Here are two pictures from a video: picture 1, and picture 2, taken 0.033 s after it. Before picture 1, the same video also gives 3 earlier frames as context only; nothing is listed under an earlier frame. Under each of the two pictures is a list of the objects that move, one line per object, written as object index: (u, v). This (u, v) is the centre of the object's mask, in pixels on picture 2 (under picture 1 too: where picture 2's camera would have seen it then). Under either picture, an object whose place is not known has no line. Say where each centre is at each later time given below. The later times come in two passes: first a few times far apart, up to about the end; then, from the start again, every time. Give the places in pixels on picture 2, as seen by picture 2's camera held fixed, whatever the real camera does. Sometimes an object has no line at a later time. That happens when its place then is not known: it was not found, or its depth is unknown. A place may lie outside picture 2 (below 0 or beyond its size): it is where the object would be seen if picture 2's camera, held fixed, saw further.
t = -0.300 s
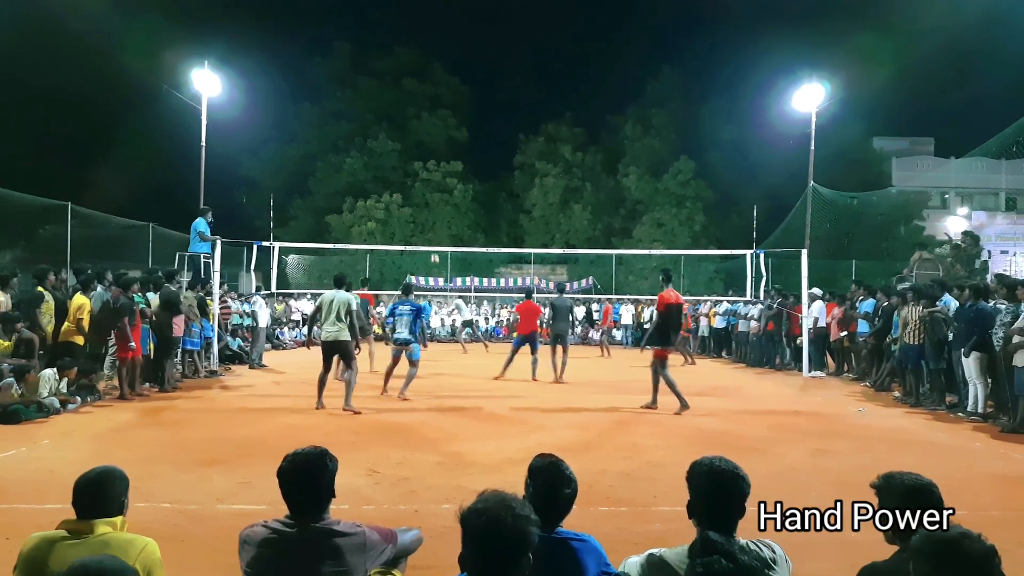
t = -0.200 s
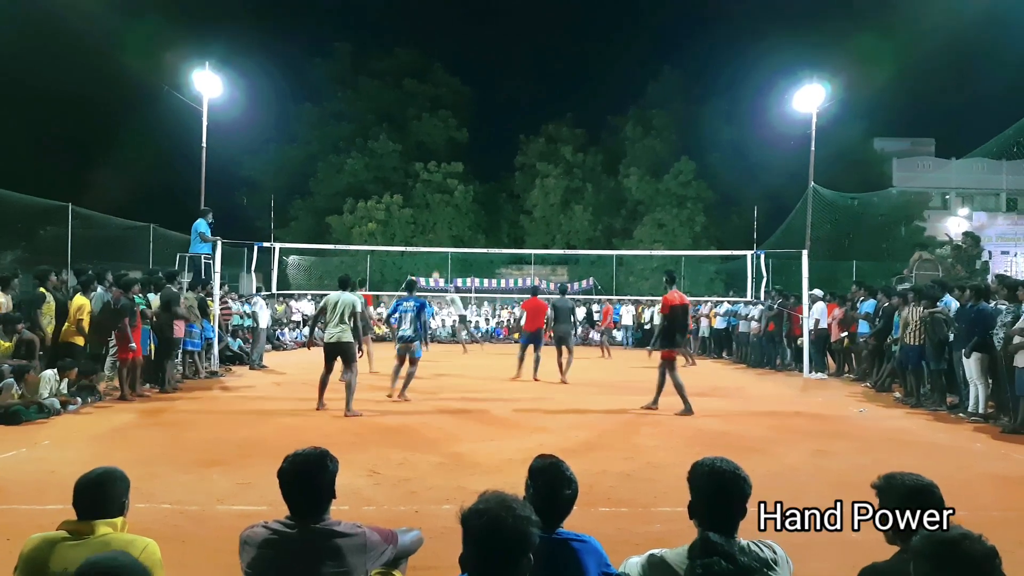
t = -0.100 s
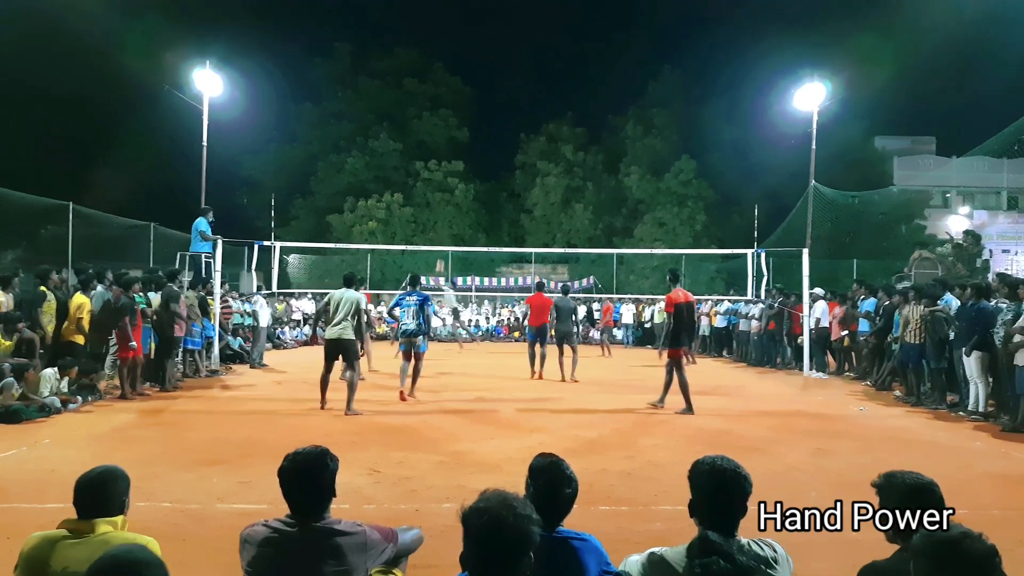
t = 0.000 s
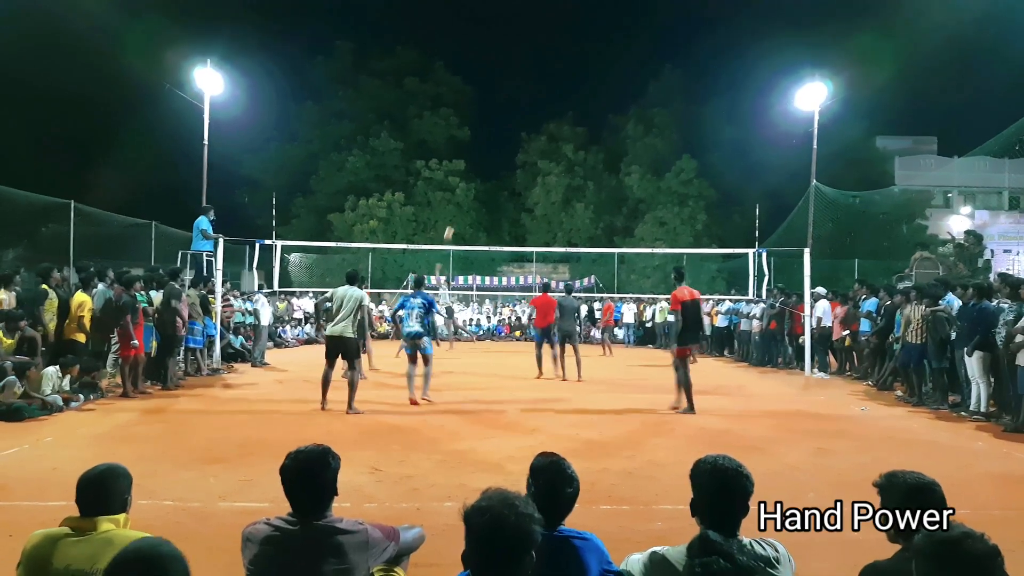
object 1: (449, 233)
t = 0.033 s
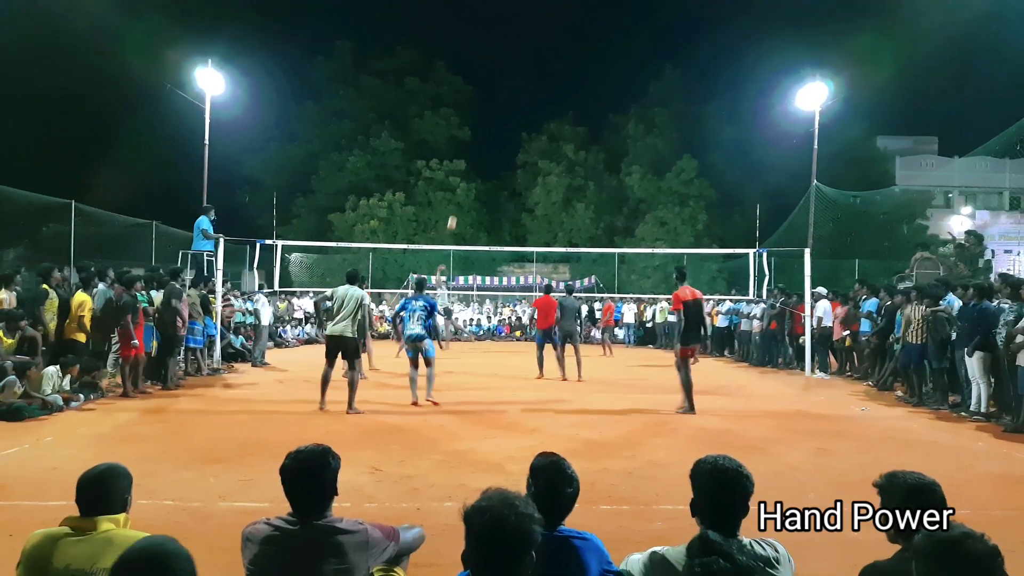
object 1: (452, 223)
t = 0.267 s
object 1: (471, 162)
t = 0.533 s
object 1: (493, 115)
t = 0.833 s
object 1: (520, 95)
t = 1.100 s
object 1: (544, 108)
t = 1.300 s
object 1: (561, 136)
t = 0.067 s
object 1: (454, 213)
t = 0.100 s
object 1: (457, 204)
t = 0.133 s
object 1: (460, 195)
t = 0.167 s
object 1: (463, 186)
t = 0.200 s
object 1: (465, 178)
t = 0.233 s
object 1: (468, 169)
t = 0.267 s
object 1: (471, 162)
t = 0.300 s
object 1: (474, 155)
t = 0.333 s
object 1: (477, 148)
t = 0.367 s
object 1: (480, 142)
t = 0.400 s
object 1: (482, 136)
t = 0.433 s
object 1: (485, 130)
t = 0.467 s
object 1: (488, 125)
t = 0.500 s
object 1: (491, 120)
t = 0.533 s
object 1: (493, 115)
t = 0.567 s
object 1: (497, 112)
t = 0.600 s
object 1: (500, 108)
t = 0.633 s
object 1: (503, 105)
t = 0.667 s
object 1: (505, 102)
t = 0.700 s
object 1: (508, 100)
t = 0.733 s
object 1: (511, 98)
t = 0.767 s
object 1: (514, 97)
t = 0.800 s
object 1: (517, 96)
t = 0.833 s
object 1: (520, 95)
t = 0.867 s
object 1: (523, 95)
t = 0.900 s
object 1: (526, 96)
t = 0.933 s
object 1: (529, 97)
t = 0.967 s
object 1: (532, 98)
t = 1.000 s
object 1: (535, 100)
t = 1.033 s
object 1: (538, 102)
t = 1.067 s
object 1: (541, 105)
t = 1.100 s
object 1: (544, 108)
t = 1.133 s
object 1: (547, 111)
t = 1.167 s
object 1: (550, 115)
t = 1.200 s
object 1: (553, 120)
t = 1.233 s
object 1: (555, 125)
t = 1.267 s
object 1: (558, 130)
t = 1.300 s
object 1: (561, 136)
